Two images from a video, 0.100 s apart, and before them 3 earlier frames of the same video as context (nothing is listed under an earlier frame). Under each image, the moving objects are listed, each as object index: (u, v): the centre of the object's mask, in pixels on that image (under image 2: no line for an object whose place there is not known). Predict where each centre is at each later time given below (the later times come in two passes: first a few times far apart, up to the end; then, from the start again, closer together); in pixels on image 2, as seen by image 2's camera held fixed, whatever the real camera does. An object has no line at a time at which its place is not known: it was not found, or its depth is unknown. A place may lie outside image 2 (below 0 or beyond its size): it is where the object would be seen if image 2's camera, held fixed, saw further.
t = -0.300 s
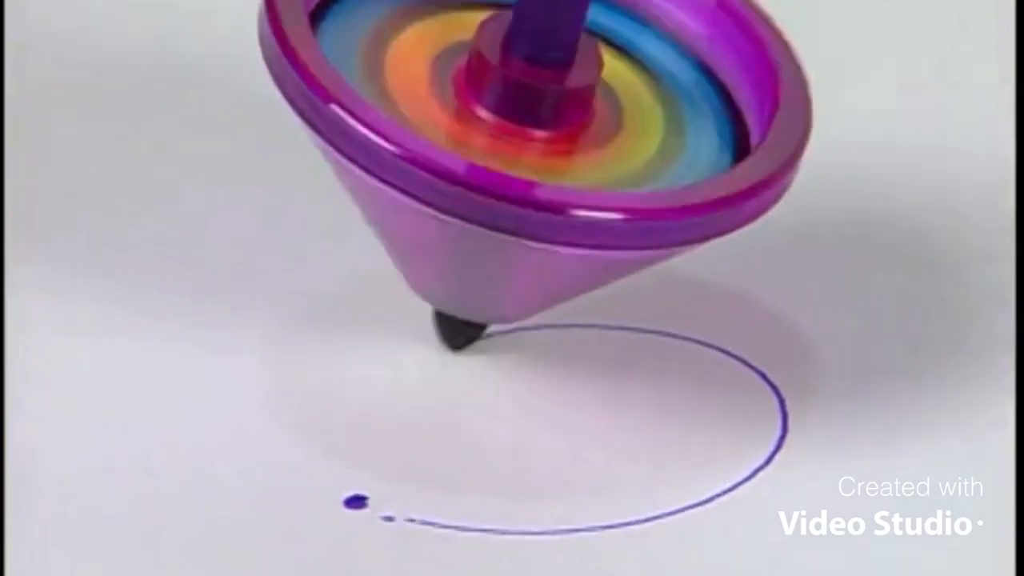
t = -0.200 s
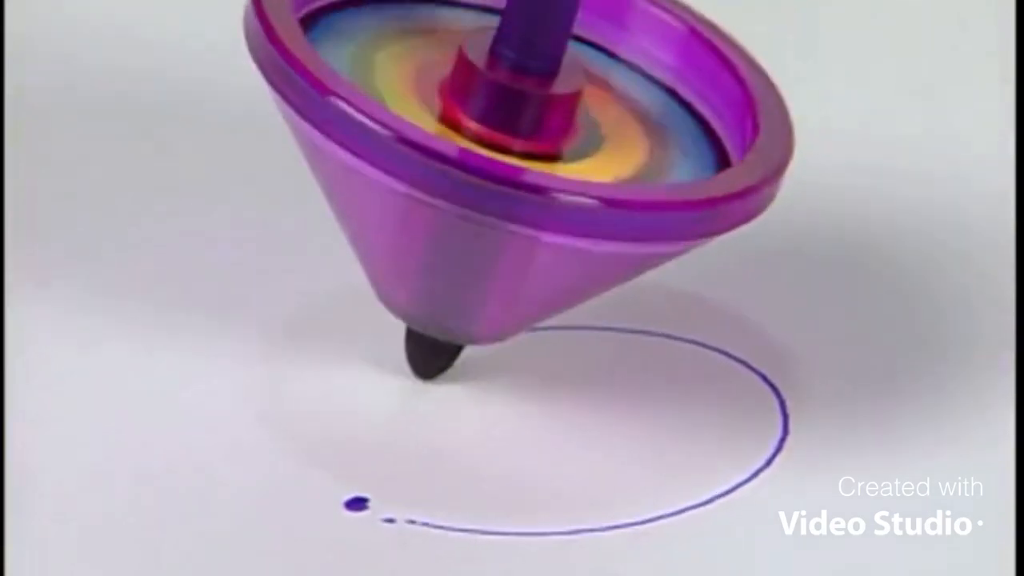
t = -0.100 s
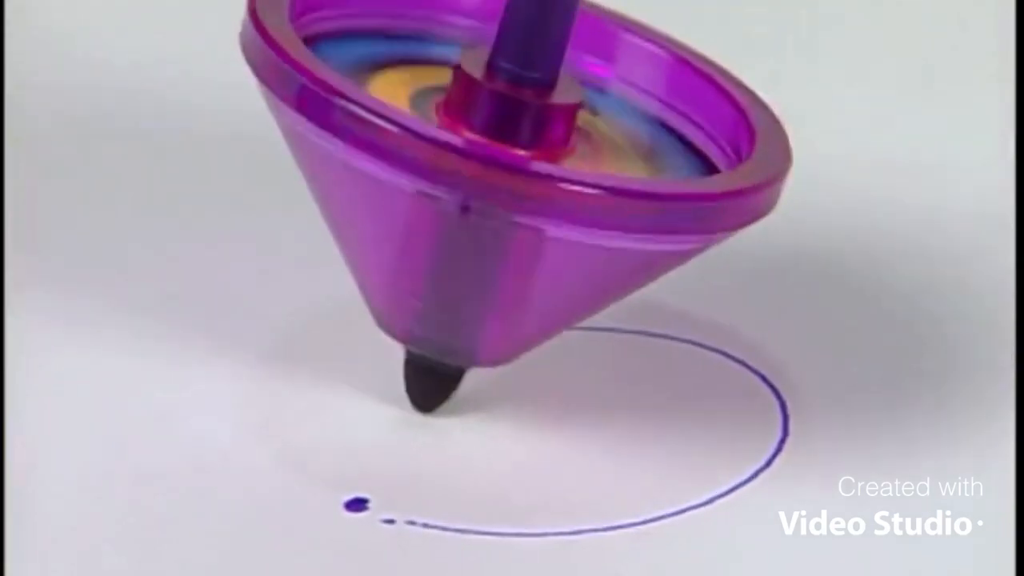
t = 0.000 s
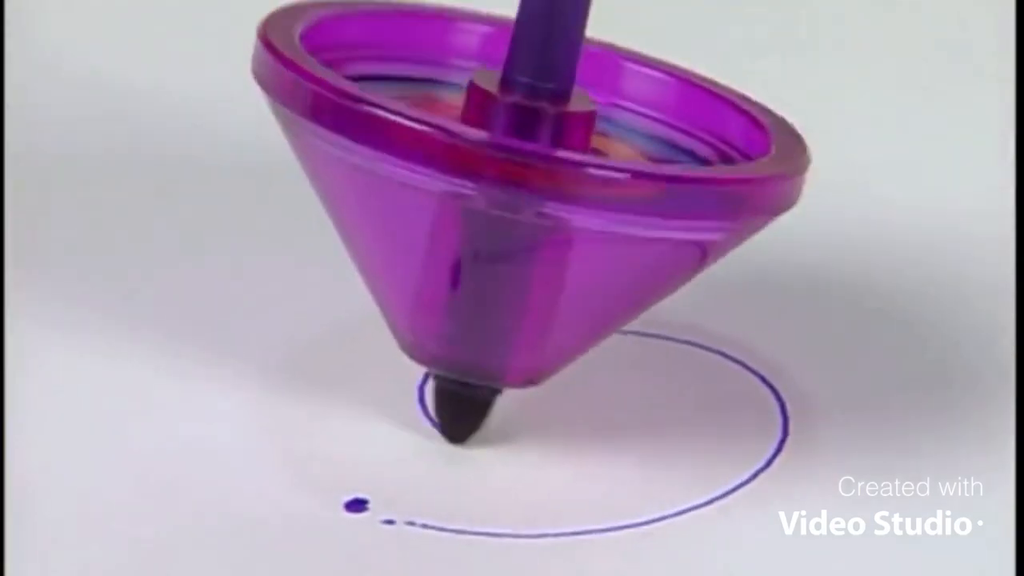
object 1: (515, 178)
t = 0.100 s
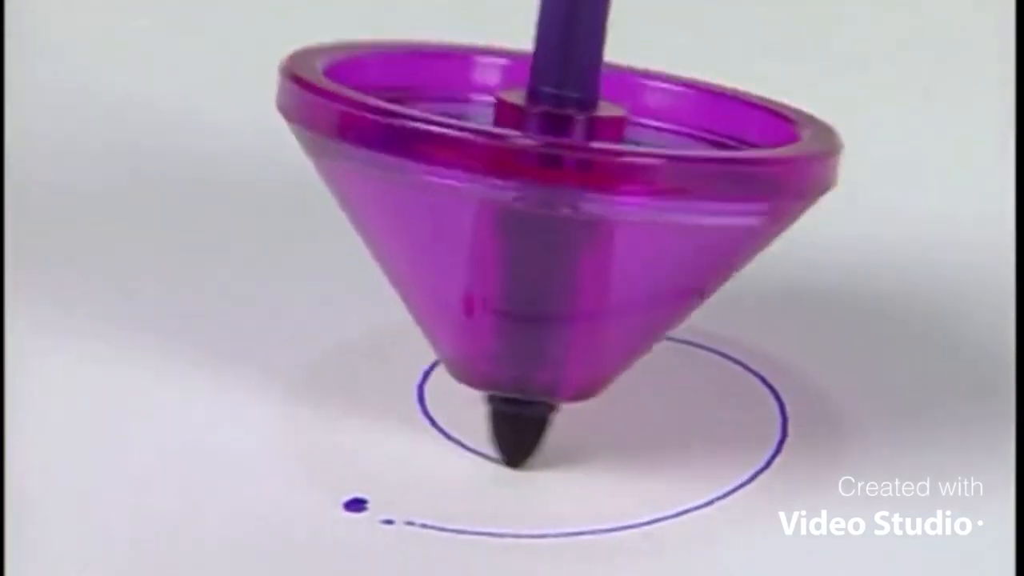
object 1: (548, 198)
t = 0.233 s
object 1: (611, 210)
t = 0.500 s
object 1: (725, 177)
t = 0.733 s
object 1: (731, 140)
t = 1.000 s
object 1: (678, 117)
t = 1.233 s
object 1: (625, 126)
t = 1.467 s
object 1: (606, 148)
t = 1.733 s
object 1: (677, 166)
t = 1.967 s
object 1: (740, 150)
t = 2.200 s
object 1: (738, 123)
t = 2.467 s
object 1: (700, 105)
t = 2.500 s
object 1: (695, 106)
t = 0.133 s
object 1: (561, 203)
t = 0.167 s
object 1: (576, 206)
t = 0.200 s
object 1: (594, 209)
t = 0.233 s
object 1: (611, 210)
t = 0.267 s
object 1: (628, 210)
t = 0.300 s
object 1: (646, 208)
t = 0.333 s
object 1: (662, 205)
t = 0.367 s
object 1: (678, 201)
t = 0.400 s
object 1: (691, 196)
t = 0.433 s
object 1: (705, 190)
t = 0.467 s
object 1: (717, 183)
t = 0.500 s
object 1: (725, 177)
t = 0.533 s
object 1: (732, 171)
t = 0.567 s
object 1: (734, 166)
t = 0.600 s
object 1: (736, 161)
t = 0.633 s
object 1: (737, 155)
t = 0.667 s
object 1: (736, 150)
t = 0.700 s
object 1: (735, 144)
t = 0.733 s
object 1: (731, 140)
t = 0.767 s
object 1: (725, 135)
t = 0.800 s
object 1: (721, 131)
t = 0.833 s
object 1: (715, 126)
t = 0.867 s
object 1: (708, 124)
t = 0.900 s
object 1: (702, 121)
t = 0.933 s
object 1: (695, 119)
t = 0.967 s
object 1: (686, 118)
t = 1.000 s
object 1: (678, 117)
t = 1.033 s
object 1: (670, 116)
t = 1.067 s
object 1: (664, 117)
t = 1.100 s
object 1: (657, 118)
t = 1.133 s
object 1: (649, 119)
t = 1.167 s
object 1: (639, 121)
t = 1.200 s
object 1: (631, 124)
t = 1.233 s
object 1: (625, 126)
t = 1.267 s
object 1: (618, 129)
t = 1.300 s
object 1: (613, 132)
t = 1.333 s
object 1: (610, 136)
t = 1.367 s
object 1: (607, 139)
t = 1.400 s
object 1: (604, 142)
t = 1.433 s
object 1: (604, 145)
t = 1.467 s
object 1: (606, 148)
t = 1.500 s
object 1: (608, 151)
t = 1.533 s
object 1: (612, 153)
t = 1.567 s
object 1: (618, 155)
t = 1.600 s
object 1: (628, 159)
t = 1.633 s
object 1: (640, 163)
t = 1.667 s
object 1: (653, 165)
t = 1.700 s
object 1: (665, 166)
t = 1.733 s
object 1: (677, 166)
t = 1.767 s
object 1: (690, 165)
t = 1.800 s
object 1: (702, 163)
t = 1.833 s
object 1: (713, 160)
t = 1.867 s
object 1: (723, 157)
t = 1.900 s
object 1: (730, 156)
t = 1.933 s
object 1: (735, 153)
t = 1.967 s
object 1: (740, 150)
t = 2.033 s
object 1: (747, 142)
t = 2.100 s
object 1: (745, 135)
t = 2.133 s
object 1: (744, 131)
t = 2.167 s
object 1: (742, 127)
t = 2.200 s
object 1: (738, 123)
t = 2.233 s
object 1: (735, 118)
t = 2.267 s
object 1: (728, 114)
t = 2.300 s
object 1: (724, 112)
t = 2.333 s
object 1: (720, 109)
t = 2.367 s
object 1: (716, 108)
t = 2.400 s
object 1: (710, 106)
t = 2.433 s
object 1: (704, 106)
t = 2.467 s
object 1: (700, 105)
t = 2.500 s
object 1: (695, 106)
